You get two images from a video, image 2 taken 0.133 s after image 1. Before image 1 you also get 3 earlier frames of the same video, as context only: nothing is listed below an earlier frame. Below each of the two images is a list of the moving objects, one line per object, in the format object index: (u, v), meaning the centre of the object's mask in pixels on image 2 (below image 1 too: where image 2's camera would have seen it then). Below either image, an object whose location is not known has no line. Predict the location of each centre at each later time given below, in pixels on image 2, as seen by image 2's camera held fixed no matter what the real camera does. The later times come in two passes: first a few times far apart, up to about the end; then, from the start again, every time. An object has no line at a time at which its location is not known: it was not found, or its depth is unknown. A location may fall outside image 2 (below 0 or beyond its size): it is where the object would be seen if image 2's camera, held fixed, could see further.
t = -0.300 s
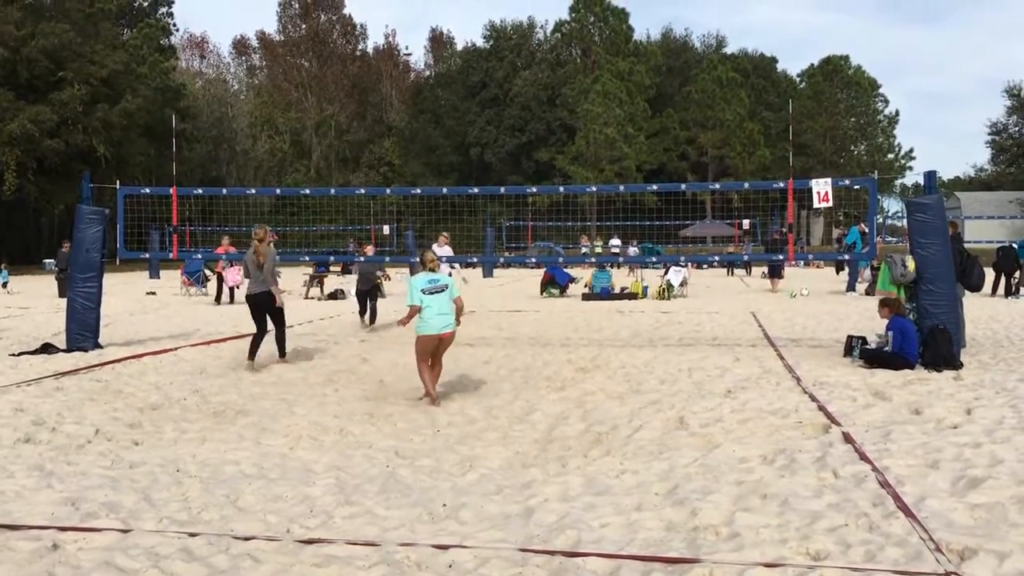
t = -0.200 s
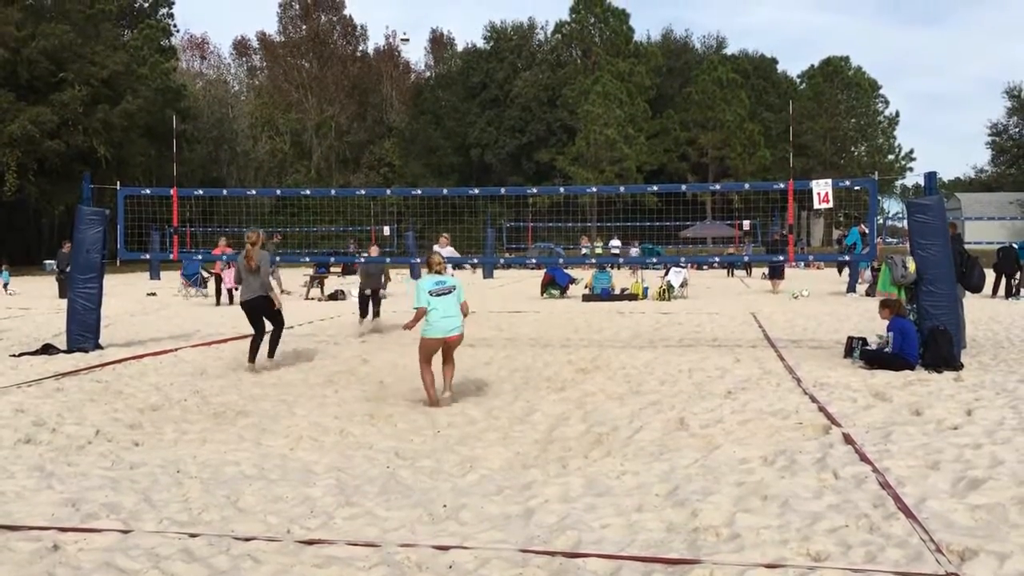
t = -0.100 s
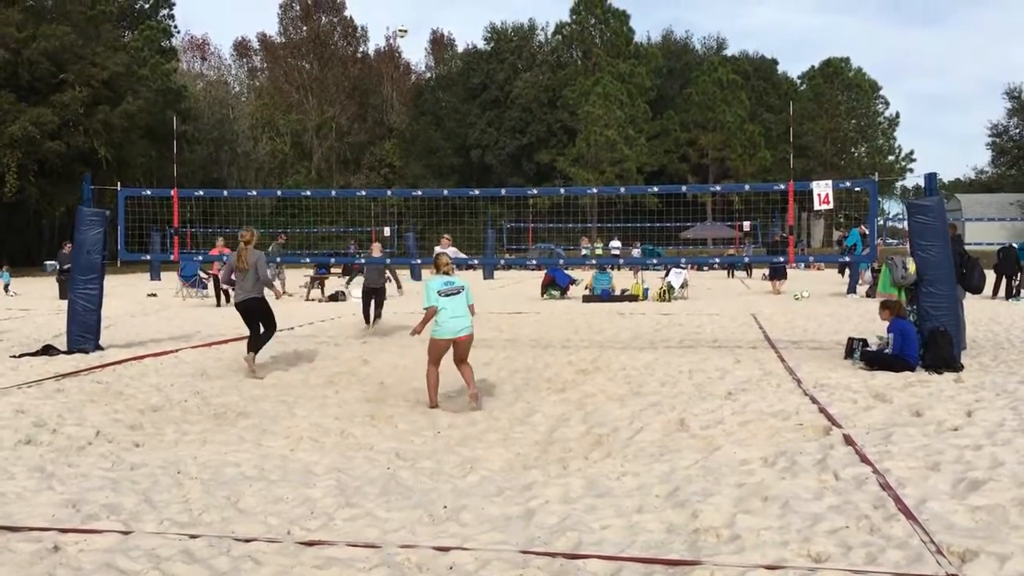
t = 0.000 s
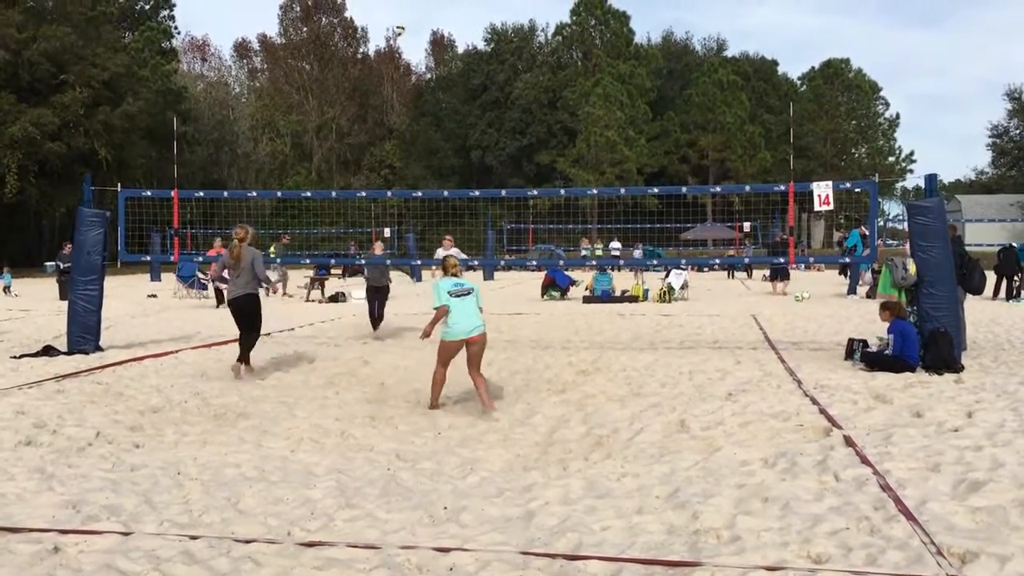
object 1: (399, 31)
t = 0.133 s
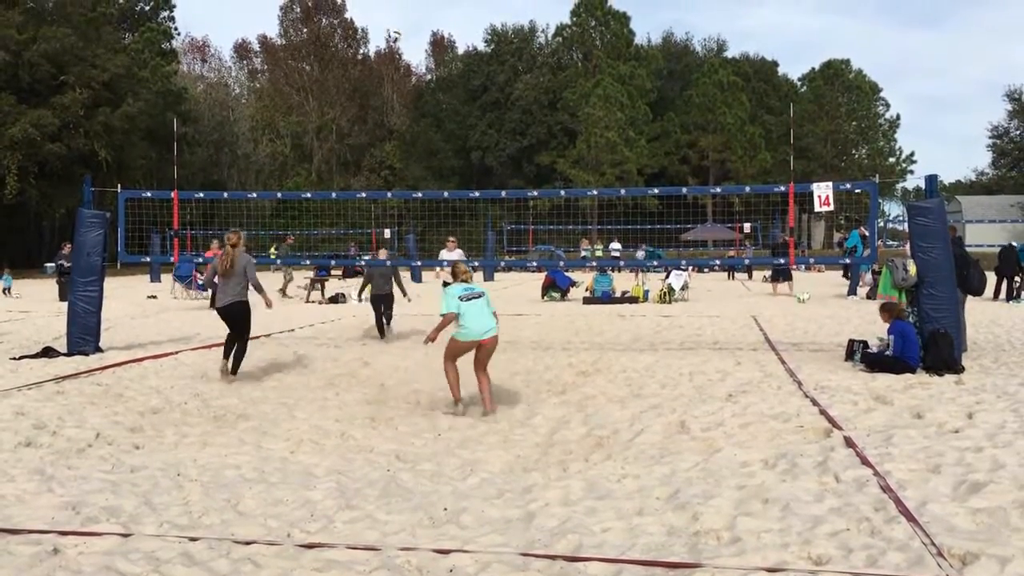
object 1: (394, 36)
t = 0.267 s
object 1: (390, 53)
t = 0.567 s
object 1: (381, 133)
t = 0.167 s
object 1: (393, 39)
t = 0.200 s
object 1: (391, 43)
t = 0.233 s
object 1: (391, 48)
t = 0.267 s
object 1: (390, 53)
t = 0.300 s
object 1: (389, 59)
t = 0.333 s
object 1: (388, 66)
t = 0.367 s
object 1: (387, 73)
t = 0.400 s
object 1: (386, 81)
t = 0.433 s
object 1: (385, 90)
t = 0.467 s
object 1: (384, 99)
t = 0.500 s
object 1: (383, 110)
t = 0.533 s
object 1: (382, 121)
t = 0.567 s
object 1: (381, 133)
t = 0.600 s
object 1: (380, 145)
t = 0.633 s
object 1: (379, 159)
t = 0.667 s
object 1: (379, 173)
